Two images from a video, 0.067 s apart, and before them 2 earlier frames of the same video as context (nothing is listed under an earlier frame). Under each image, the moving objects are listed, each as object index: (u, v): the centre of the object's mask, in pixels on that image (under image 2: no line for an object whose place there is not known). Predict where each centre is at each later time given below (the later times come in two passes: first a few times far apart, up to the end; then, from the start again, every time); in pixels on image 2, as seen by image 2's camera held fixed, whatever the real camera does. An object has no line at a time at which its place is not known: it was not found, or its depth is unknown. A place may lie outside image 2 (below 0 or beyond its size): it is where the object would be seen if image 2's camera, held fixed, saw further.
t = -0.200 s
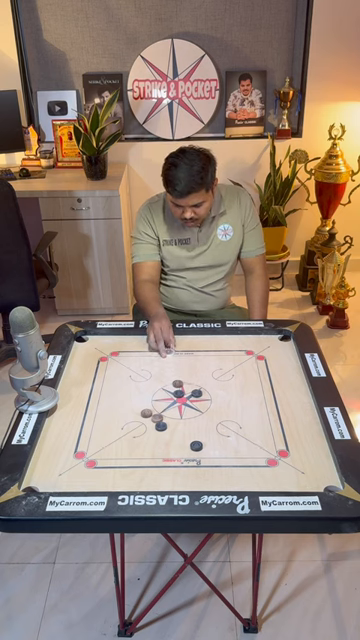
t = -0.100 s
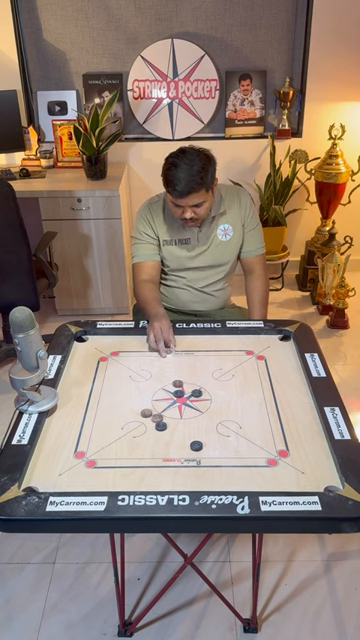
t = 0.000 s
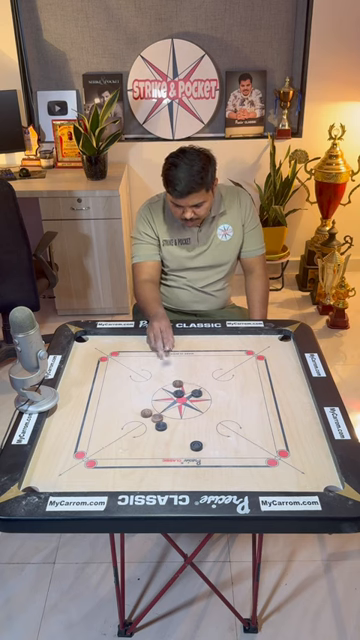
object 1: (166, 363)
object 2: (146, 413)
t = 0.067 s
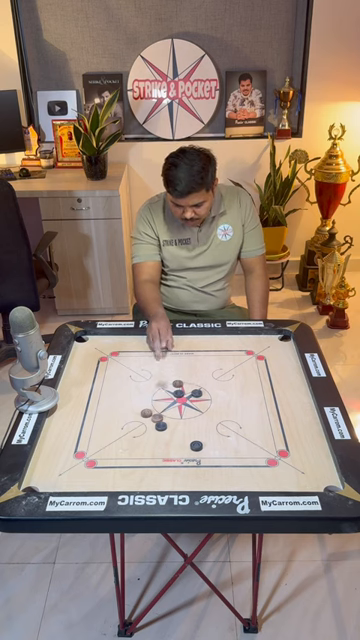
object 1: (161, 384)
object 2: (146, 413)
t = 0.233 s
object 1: (166, 421)
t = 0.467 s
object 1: (177, 438)
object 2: (124, 446)
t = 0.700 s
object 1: (181, 442)
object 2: (122, 448)
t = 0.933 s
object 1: (181, 442)
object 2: (122, 448)
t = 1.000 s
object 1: (181, 442)
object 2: (122, 448)
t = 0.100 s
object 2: (146, 413)
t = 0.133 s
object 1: (157, 407)
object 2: (145, 412)
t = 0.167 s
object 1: (160, 412)
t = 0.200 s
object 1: (162, 417)
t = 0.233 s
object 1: (166, 421)
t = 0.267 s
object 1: (167, 424)
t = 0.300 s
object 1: (169, 427)
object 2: (136, 436)
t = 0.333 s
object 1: (171, 430)
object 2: (133, 439)
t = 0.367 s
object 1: (172, 432)
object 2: (130, 441)
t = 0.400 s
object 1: (174, 434)
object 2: (128, 443)
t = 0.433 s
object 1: (176, 436)
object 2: (126, 445)
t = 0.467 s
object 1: (177, 438)
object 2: (124, 446)
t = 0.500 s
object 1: (177, 439)
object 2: (123, 447)
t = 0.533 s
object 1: (179, 440)
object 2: (122, 448)
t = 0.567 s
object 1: (179, 441)
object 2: (122, 448)
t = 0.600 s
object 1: (180, 441)
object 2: (122, 448)
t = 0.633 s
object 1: (180, 442)
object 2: (122, 448)
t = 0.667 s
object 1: (180, 442)
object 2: (122, 448)
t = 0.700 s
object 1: (181, 442)
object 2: (122, 448)
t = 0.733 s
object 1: (181, 442)
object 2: (122, 448)
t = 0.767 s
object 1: (181, 442)
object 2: (122, 448)
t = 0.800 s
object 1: (181, 442)
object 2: (122, 448)
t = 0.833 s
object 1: (181, 442)
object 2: (122, 448)
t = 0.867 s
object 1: (181, 442)
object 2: (122, 448)
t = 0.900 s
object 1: (181, 442)
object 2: (122, 448)
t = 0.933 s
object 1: (181, 442)
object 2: (122, 448)
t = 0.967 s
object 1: (181, 442)
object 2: (122, 448)
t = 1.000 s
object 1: (181, 442)
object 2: (122, 448)
